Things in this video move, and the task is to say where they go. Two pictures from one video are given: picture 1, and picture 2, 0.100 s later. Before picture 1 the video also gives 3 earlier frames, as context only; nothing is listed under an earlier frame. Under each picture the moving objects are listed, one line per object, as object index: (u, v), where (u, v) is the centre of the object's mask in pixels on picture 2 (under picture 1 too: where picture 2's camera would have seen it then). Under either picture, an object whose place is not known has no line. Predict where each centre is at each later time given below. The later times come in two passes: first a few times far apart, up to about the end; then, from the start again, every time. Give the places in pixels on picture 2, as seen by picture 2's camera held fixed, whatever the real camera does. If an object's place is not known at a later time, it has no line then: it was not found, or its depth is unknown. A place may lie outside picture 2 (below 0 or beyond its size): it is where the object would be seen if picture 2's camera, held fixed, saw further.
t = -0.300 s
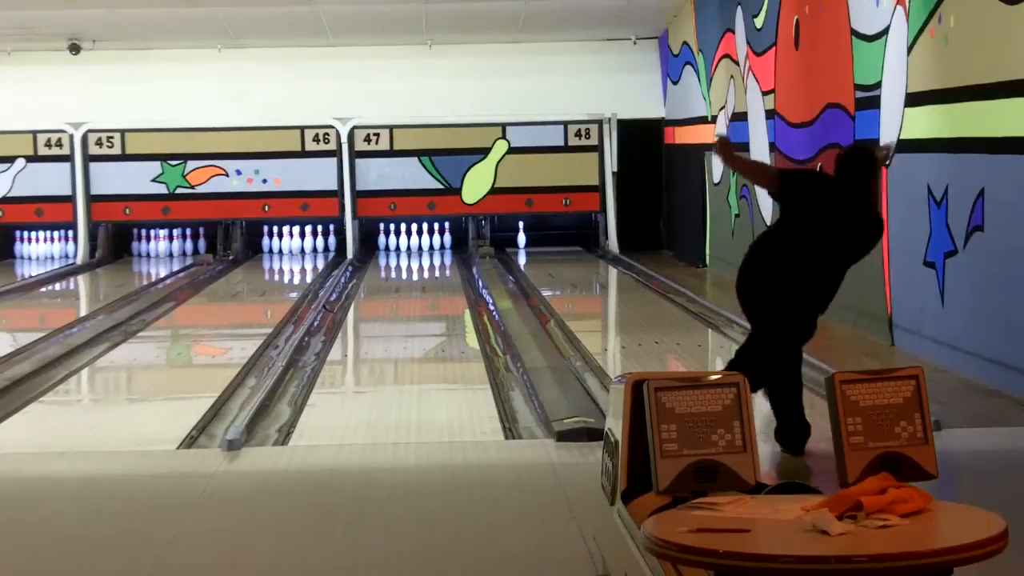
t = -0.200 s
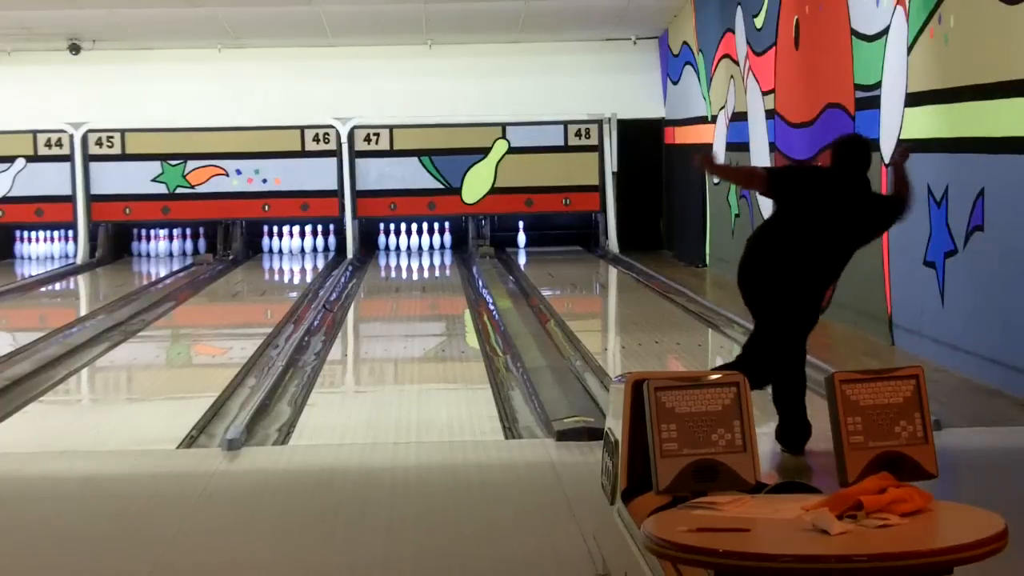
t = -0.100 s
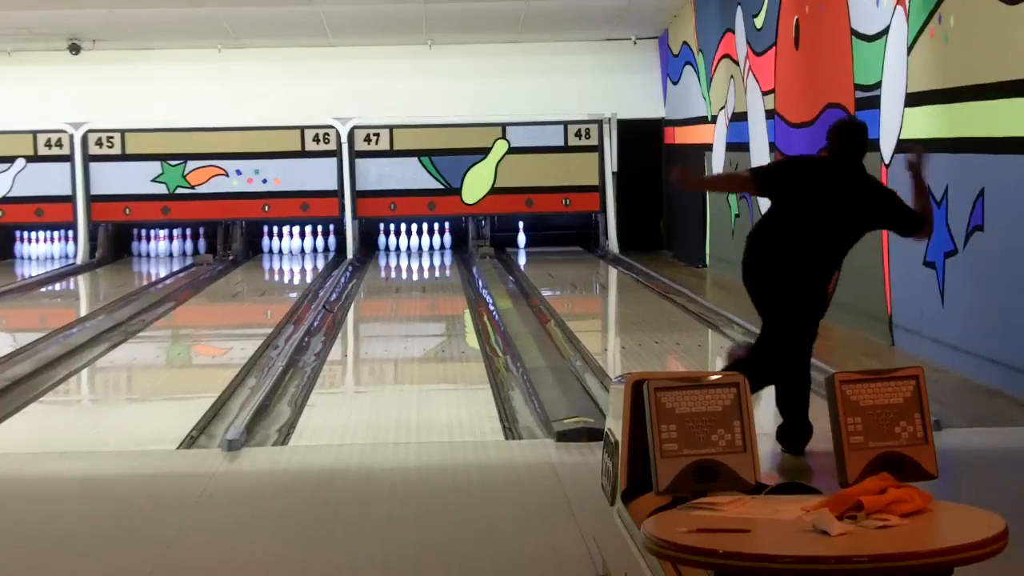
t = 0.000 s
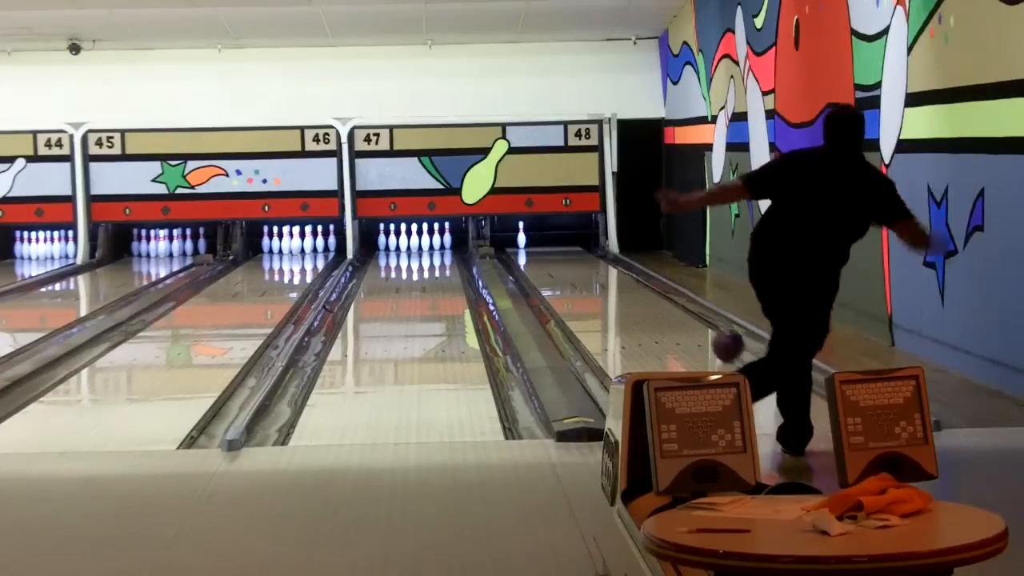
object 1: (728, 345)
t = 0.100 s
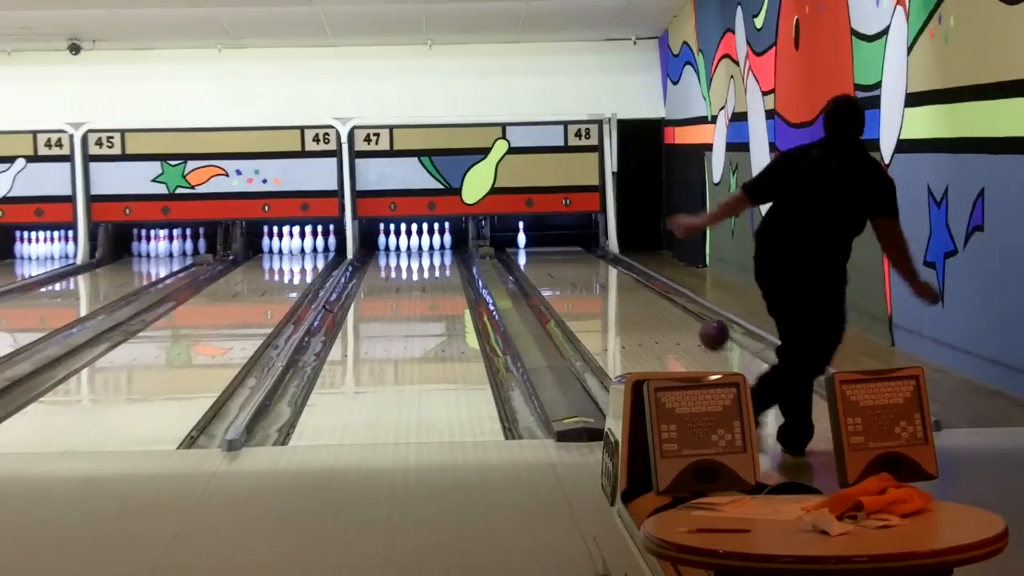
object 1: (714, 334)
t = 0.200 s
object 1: (701, 324)
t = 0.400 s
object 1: (679, 309)
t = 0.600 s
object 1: (660, 296)
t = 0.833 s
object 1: (639, 282)
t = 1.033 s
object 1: (623, 274)
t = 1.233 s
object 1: (608, 265)
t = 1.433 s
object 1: (593, 258)
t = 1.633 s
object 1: (577, 253)
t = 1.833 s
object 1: (560, 249)
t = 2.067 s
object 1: (540, 246)
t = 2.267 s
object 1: (530, 240)
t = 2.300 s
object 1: (530, 240)
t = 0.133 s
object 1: (710, 331)
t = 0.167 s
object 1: (705, 328)
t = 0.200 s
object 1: (701, 324)
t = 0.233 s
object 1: (698, 322)
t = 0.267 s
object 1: (694, 319)
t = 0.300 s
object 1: (690, 317)
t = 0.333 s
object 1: (686, 314)
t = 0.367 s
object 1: (683, 312)
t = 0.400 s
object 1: (679, 309)
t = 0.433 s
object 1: (675, 306)
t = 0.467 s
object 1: (672, 304)
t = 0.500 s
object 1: (670, 302)
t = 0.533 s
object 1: (666, 300)
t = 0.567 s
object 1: (663, 298)
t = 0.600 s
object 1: (660, 296)
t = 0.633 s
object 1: (656, 292)
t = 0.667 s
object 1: (654, 291)
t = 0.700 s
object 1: (651, 290)
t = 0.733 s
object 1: (648, 288)
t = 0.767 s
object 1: (645, 287)
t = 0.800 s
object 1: (642, 284)
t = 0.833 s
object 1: (639, 282)
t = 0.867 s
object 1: (637, 281)
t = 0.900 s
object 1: (634, 279)
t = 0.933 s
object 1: (632, 278)
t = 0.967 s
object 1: (629, 276)
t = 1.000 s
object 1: (626, 275)
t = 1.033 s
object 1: (623, 274)
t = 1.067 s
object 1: (621, 271)
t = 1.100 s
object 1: (618, 270)
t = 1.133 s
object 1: (615, 269)
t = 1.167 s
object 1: (613, 267)
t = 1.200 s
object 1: (610, 266)
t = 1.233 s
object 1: (608, 265)
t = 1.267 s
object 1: (607, 265)
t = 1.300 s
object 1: (603, 264)
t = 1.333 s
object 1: (600, 261)
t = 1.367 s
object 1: (598, 261)
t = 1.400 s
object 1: (595, 260)
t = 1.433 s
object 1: (593, 258)
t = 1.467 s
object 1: (591, 257)
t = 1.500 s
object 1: (588, 257)
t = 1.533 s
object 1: (585, 256)
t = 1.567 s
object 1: (582, 256)
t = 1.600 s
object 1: (580, 254)
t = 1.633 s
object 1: (577, 253)
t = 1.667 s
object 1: (576, 252)
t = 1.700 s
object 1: (571, 252)
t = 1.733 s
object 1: (569, 251)
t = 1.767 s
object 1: (565, 250)
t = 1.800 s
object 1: (563, 249)
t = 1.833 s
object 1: (560, 249)
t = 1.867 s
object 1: (558, 247)
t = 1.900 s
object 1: (555, 247)
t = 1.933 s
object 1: (552, 247)
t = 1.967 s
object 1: (549, 246)
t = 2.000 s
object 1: (546, 246)
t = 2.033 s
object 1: (543, 247)
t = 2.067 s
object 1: (540, 246)
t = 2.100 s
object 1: (537, 243)
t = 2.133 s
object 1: (536, 241)
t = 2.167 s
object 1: (534, 241)
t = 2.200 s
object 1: (531, 241)
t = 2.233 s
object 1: (530, 240)
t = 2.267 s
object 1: (530, 240)
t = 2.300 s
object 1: (530, 240)
